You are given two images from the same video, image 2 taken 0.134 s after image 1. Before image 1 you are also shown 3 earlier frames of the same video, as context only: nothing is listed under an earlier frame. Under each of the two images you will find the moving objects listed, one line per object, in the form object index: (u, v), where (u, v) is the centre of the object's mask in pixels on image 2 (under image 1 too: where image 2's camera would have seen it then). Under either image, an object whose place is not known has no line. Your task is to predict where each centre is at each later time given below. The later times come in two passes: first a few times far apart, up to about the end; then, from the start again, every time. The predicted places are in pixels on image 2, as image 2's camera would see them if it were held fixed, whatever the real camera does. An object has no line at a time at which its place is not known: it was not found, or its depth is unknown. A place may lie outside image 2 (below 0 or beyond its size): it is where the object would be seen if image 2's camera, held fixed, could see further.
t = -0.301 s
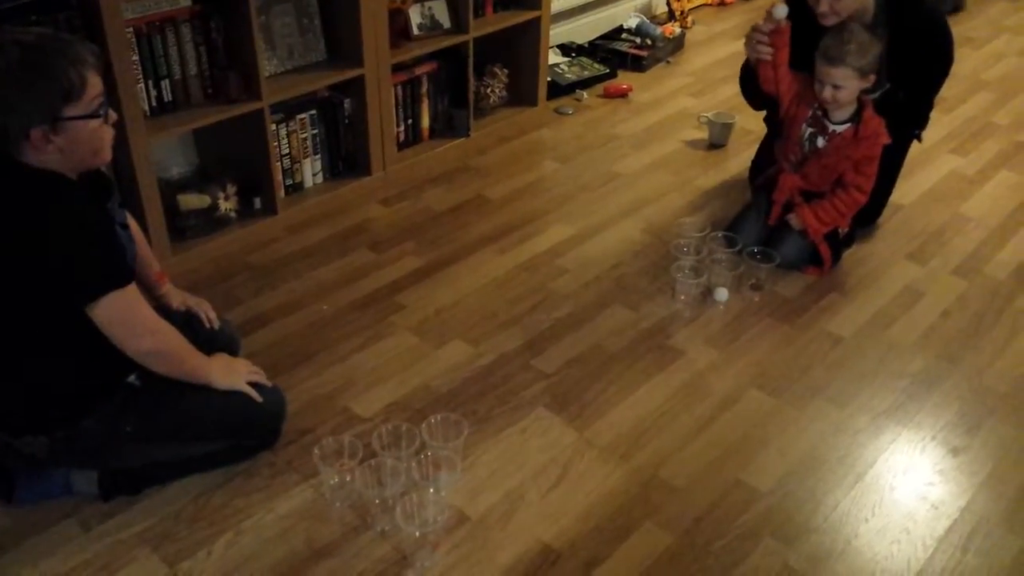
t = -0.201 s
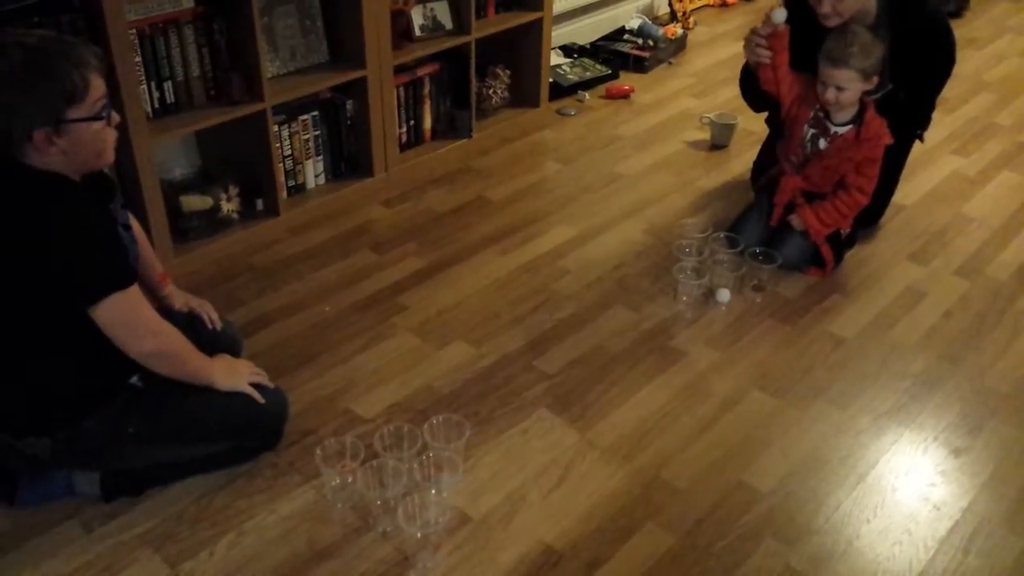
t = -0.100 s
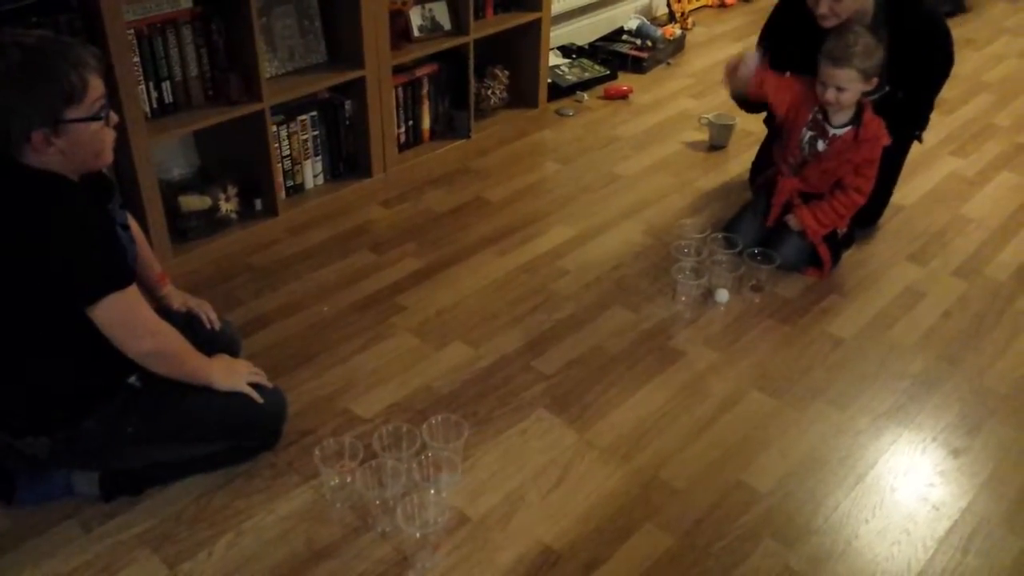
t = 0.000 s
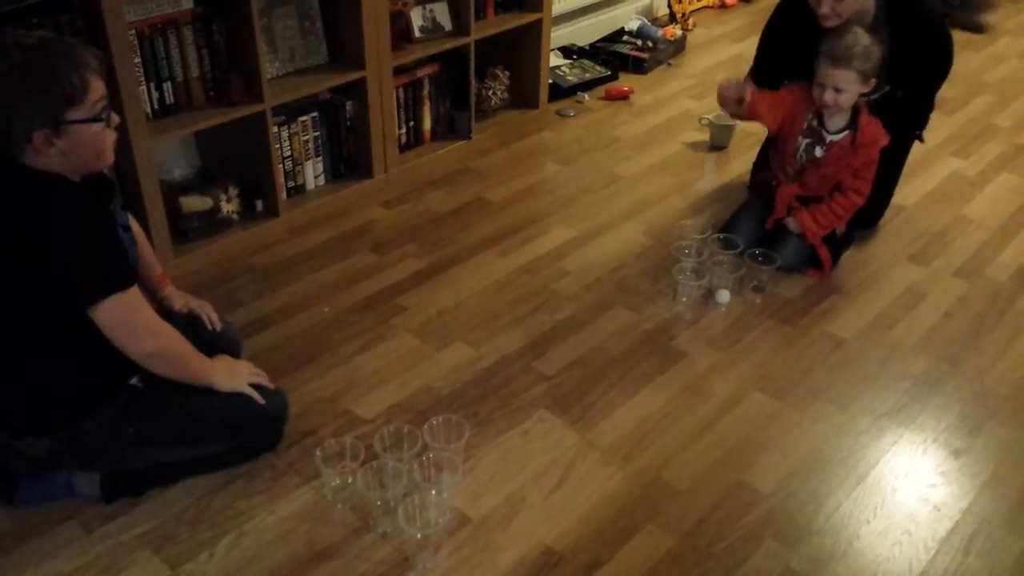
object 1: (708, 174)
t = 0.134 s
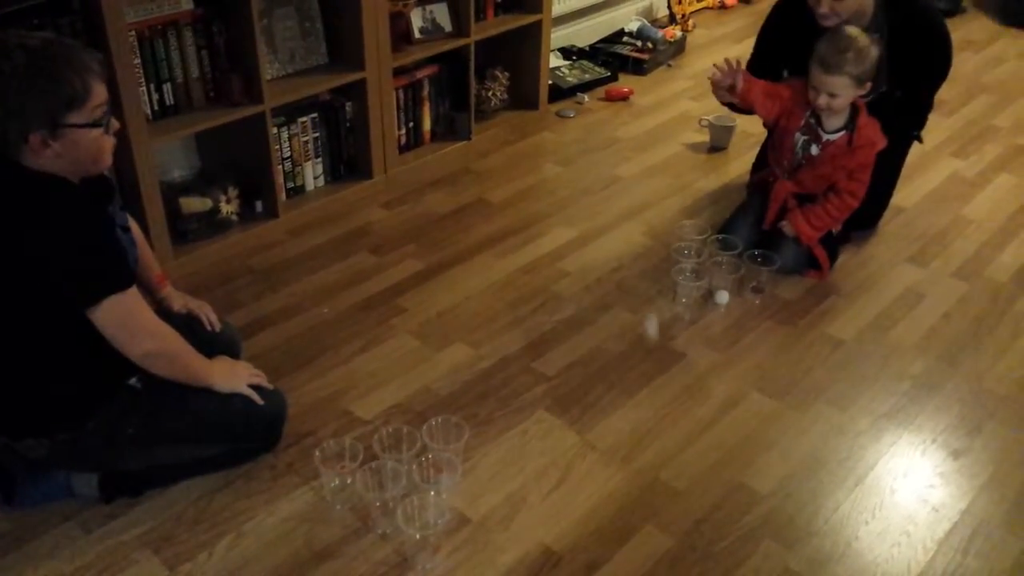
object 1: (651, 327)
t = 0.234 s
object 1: (643, 271)
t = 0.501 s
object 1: (593, 293)
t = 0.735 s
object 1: (545, 420)
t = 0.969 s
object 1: (521, 439)
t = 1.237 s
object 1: (485, 544)
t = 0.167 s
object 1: (649, 306)
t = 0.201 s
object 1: (646, 288)
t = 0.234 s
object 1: (643, 271)
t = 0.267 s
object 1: (639, 261)
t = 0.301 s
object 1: (634, 253)
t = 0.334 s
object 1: (629, 248)
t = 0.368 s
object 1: (623, 248)
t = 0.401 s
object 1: (617, 252)
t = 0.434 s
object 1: (607, 263)
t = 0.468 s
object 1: (600, 276)
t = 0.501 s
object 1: (593, 293)
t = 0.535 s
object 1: (584, 316)
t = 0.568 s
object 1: (576, 344)
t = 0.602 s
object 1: (567, 374)
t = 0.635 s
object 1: (560, 407)
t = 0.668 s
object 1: (553, 440)
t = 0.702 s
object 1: (548, 434)
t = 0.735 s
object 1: (545, 420)
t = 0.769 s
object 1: (543, 410)
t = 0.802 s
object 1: (539, 405)
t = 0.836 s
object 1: (535, 403)
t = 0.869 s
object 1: (532, 405)
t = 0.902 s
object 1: (528, 412)
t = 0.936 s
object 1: (524, 423)
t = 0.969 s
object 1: (521, 439)
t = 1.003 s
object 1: (515, 461)
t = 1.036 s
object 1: (511, 486)
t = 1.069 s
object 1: (507, 516)
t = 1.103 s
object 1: (501, 549)
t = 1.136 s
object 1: (497, 551)
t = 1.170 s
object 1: (493, 545)
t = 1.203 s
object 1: (489, 543)
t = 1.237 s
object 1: (485, 544)
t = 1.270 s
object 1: (481, 550)
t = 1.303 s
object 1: (477, 559)
